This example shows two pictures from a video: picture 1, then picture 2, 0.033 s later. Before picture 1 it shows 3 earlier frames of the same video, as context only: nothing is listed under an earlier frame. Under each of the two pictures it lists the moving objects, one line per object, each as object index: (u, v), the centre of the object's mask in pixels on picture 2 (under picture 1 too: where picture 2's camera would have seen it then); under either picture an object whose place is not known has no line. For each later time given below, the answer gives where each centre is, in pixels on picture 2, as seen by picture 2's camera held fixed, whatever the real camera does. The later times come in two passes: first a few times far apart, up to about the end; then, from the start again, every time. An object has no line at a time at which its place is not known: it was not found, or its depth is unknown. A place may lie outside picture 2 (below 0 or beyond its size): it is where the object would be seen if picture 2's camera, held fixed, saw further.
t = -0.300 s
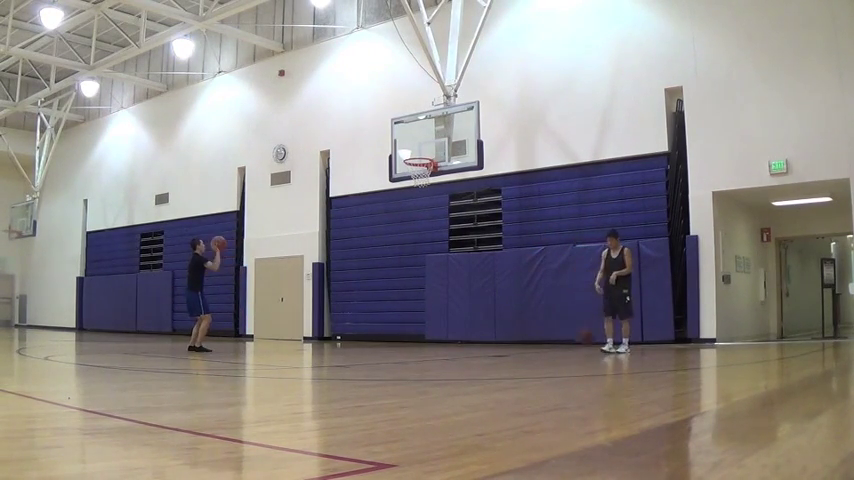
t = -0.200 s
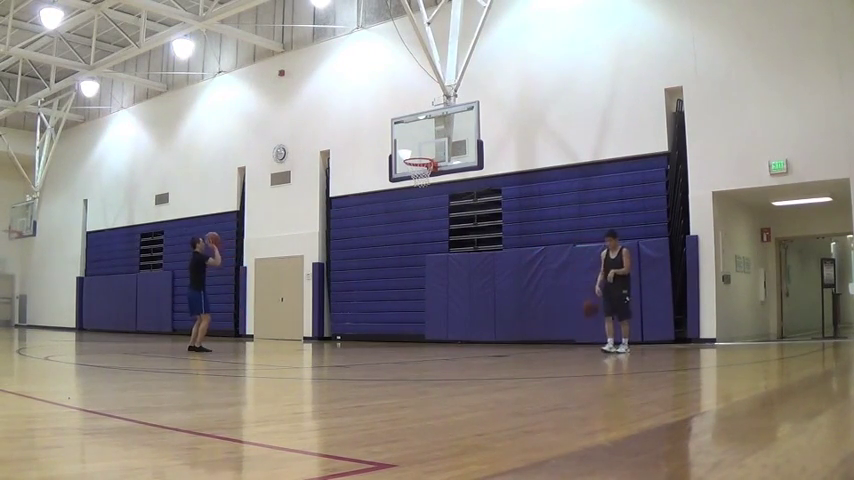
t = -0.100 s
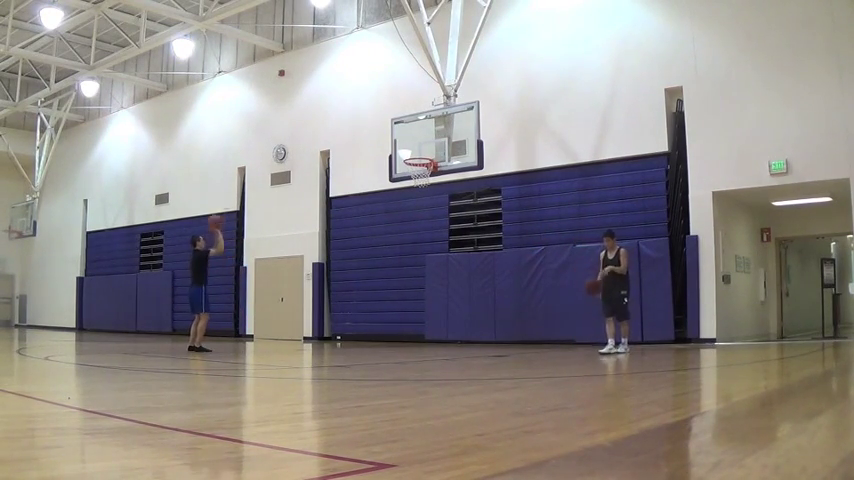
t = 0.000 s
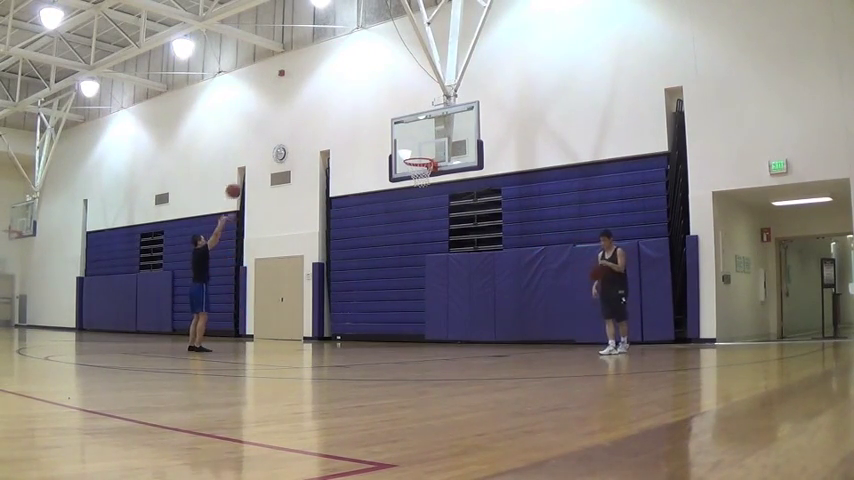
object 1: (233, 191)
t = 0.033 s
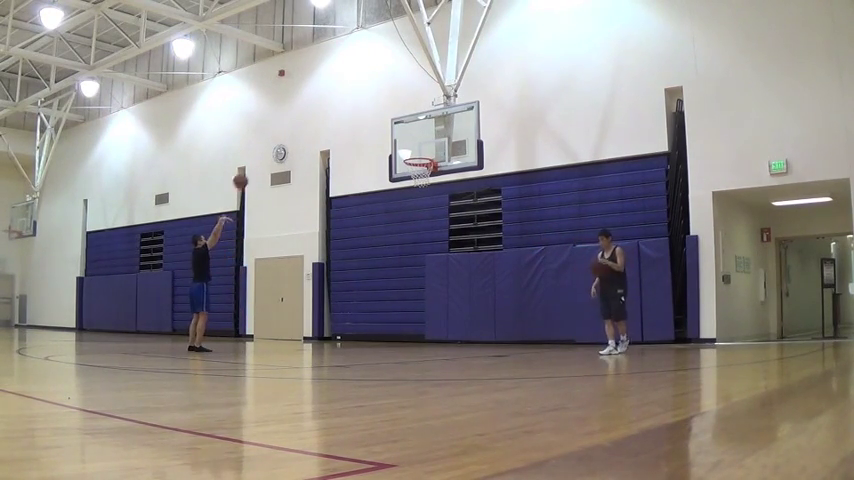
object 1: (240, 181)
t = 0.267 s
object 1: (290, 132)
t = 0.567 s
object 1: (352, 118)
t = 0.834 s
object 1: (405, 150)
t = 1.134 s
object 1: (442, 204)
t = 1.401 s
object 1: (465, 283)
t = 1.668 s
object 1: (473, 306)
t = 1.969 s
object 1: (463, 248)
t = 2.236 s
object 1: (453, 240)
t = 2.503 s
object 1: (442, 279)
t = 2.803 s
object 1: (433, 324)
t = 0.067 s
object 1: (247, 172)
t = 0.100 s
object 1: (255, 163)
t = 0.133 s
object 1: (262, 156)
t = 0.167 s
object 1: (269, 149)
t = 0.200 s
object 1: (276, 143)
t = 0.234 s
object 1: (283, 137)
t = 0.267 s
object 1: (290, 132)
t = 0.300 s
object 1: (297, 128)
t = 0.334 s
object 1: (304, 124)
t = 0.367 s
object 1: (311, 122)
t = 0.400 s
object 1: (318, 119)
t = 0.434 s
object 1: (325, 118)
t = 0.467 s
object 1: (332, 117)
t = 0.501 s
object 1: (338, 117)
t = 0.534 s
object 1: (345, 117)
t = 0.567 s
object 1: (352, 118)
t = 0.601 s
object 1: (358, 120)
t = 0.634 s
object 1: (365, 122)
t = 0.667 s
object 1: (372, 126)
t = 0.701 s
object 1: (378, 129)
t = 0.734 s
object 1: (385, 134)
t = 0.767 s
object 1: (391, 139)
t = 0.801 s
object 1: (398, 144)
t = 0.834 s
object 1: (405, 150)
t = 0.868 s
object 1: (411, 158)
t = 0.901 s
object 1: (418, 165)
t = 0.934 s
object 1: (426, 171)
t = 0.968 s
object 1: (428, 179)
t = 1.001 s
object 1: (431, 181)
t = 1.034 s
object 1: (434, 186)
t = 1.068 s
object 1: (436, 191)
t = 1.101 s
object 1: (440, 199)
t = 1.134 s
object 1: (442, 204)
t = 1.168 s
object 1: (445, 212)
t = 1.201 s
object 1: (448, 220)
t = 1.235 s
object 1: (450, 229)
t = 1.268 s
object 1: (453, 239)
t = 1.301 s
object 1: (456, 248)
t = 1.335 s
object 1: (459, 261)
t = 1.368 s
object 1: (462, 271)
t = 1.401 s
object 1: (465, 283)
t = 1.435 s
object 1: (468, 296)
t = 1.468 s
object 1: (470, 310)
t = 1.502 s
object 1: (473, 324)
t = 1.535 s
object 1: (476, 338)
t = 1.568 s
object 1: (476, 337)
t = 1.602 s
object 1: (476, 327)
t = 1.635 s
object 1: (475, 317)
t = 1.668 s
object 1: (473, 306)
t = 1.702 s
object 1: (472, 297)
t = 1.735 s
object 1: (471, 288)
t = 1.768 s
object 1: (470, 280)
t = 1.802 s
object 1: (469, 273)
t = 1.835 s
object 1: (467, 266)
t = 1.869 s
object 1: (466, 262)
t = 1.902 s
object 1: (464, 256)
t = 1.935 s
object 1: (463, 250)
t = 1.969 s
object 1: (463, 248)
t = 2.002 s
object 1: (461, 245)
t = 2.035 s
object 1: (459, 242)
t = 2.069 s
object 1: (458, 240)
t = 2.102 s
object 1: (458, 239)
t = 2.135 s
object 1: (456, 239)
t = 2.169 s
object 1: (455, 238)
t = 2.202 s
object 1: (454, 239)
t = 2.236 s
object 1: (453, 240)
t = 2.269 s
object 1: (451, 243)
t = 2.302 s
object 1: (450, 246)
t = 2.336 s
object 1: (449, 249)
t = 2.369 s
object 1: (448, 254)
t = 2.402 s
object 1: (447, 260)
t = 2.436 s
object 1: (446, 264)
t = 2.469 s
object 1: (444, 272)
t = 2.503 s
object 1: (442, 279)
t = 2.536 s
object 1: (441, 288)
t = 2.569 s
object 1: (439, 296)
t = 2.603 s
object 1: (438, 307)
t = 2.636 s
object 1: (438, 318)
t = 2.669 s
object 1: (436, 329)
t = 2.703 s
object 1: (435, 341)
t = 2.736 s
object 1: (434, 342)
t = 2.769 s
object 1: (433, 332)
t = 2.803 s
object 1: (433, 324)
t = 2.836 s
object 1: (433, 316)
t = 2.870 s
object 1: (432, 310)
